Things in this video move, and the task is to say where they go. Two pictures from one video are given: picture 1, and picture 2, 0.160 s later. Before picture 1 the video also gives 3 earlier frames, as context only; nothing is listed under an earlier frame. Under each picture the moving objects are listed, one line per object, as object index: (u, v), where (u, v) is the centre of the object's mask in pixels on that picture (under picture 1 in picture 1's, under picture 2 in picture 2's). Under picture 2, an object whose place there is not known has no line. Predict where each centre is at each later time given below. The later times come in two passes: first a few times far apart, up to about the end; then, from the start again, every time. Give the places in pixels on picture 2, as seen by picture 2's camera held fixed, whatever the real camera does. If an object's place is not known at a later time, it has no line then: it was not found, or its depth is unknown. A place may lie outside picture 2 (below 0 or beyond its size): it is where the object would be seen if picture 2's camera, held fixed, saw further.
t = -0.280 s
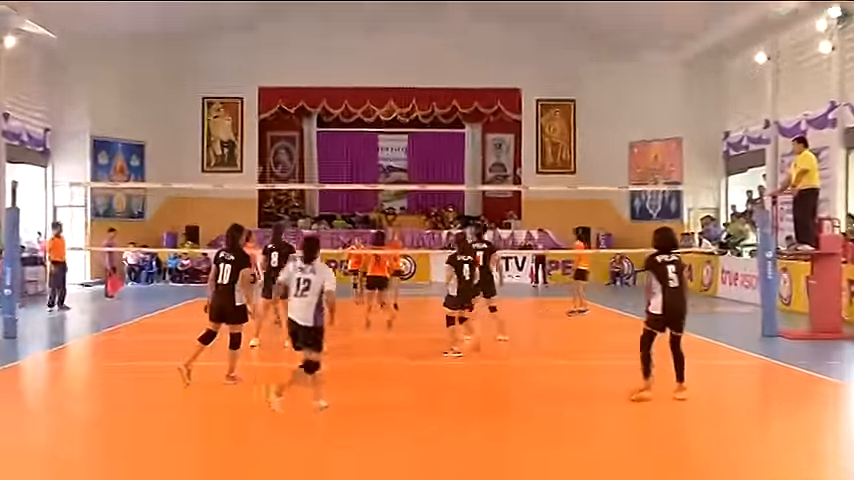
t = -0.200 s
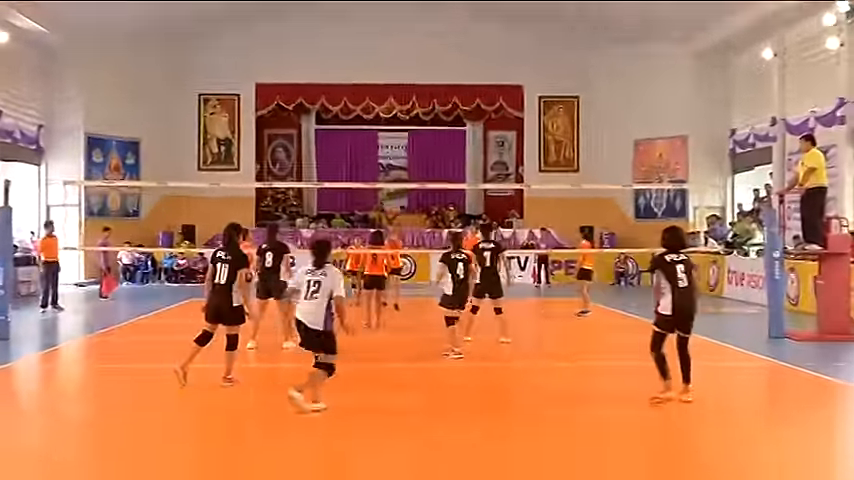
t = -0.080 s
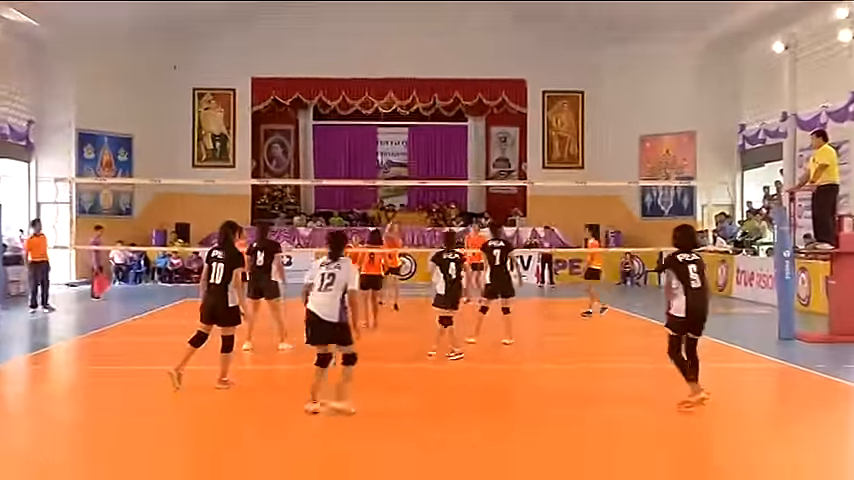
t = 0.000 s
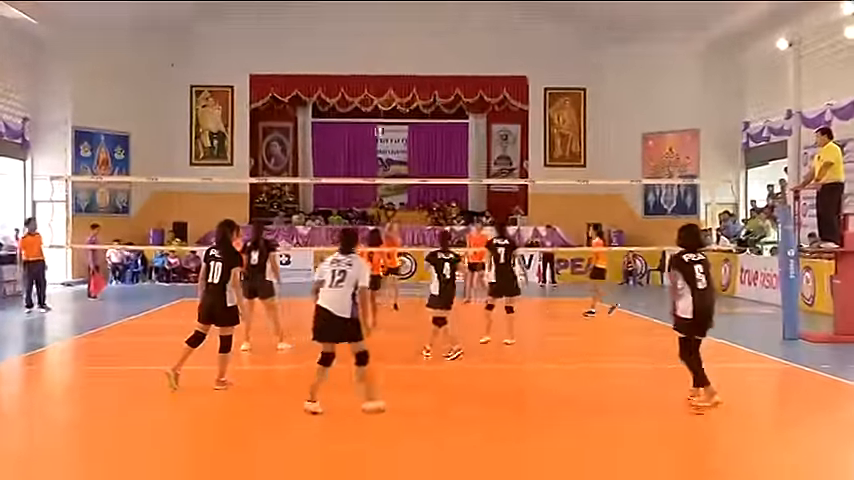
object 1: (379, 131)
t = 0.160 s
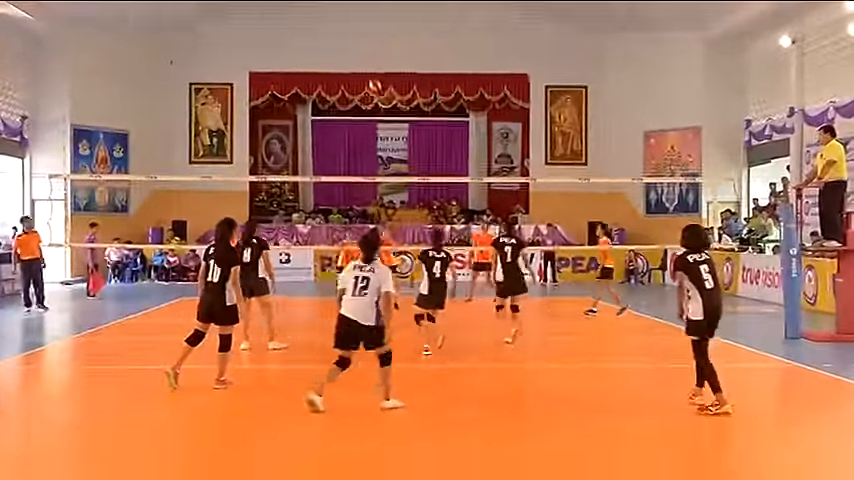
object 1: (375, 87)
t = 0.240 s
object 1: (370, 69)
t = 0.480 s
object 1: (362, 44)
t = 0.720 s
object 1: (353, 47)
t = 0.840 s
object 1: (347, 58)
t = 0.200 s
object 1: (373, 76)
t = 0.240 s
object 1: (370, 69)
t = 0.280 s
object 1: (370, 62)
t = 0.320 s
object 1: (367, 58)
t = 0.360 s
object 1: (366, 53)
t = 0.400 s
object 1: (364, 49)
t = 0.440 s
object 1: (363, 46)
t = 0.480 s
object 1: (362, 44)
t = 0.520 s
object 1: (361, 43)
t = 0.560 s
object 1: (359, 41)
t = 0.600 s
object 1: (358, 42)
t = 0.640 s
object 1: (355, 43)
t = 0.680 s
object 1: (354, 44)
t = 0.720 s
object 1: (353, 47)
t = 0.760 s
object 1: (352, 50)
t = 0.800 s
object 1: (349, 54)
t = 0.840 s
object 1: (347, 58)
